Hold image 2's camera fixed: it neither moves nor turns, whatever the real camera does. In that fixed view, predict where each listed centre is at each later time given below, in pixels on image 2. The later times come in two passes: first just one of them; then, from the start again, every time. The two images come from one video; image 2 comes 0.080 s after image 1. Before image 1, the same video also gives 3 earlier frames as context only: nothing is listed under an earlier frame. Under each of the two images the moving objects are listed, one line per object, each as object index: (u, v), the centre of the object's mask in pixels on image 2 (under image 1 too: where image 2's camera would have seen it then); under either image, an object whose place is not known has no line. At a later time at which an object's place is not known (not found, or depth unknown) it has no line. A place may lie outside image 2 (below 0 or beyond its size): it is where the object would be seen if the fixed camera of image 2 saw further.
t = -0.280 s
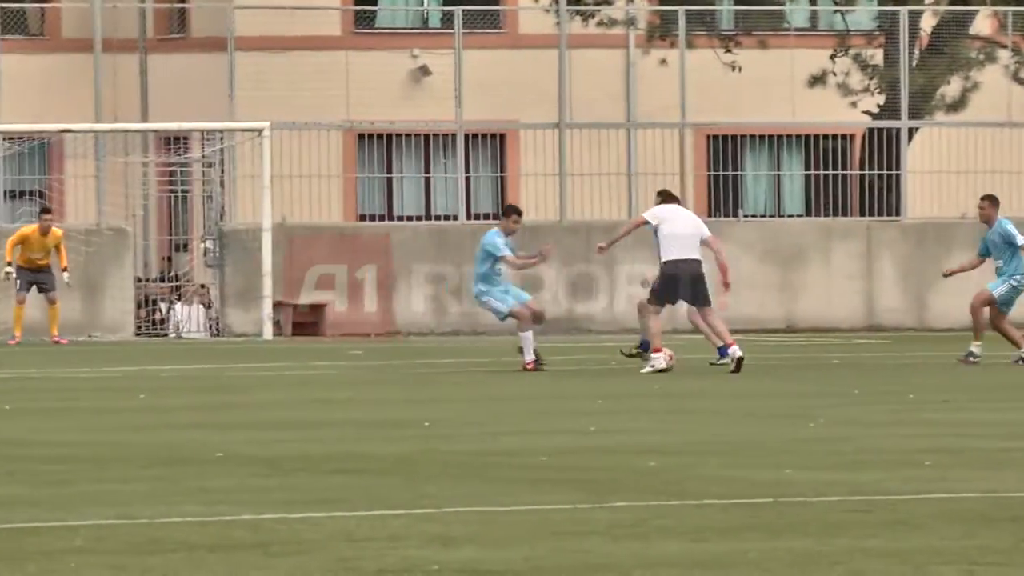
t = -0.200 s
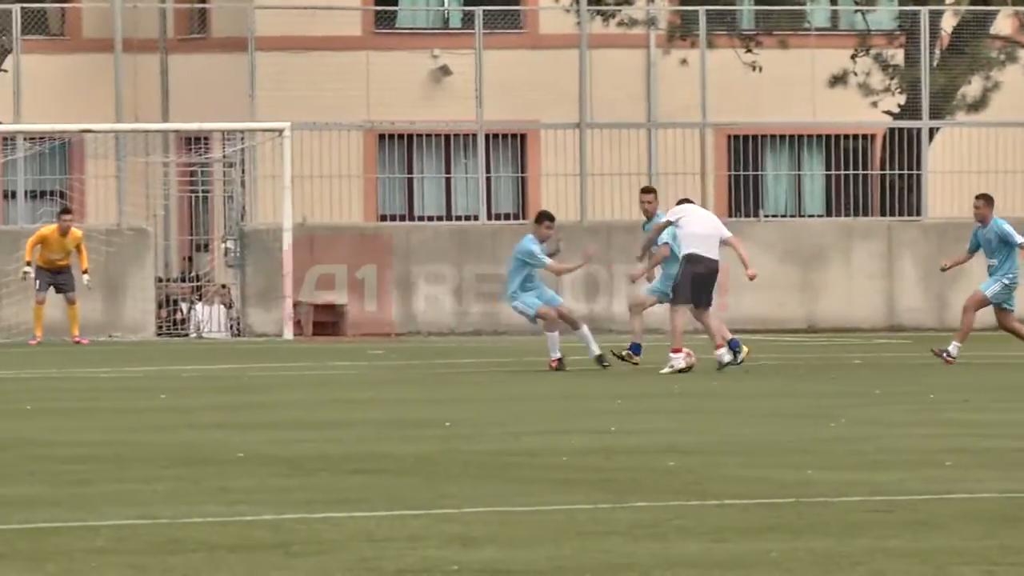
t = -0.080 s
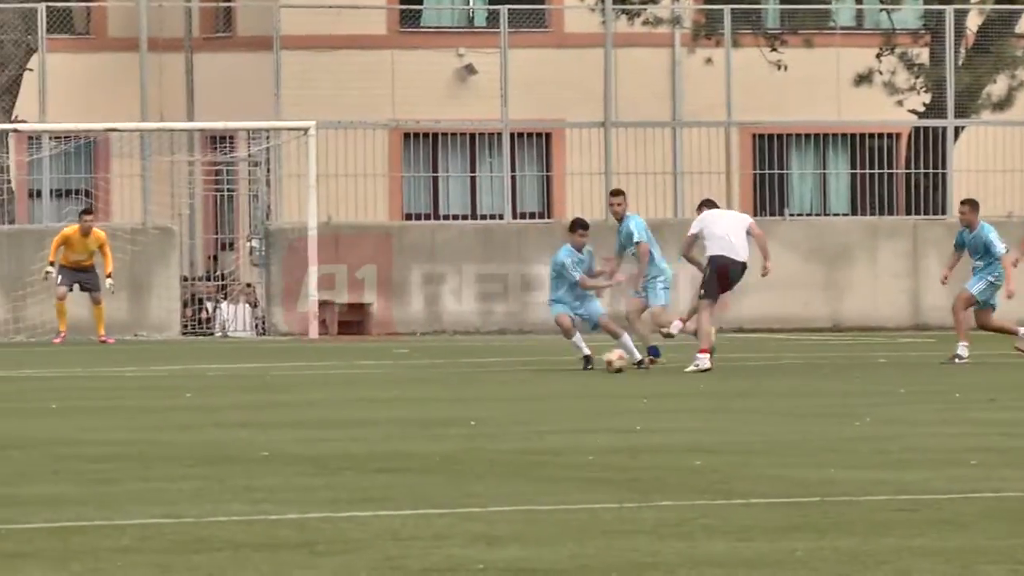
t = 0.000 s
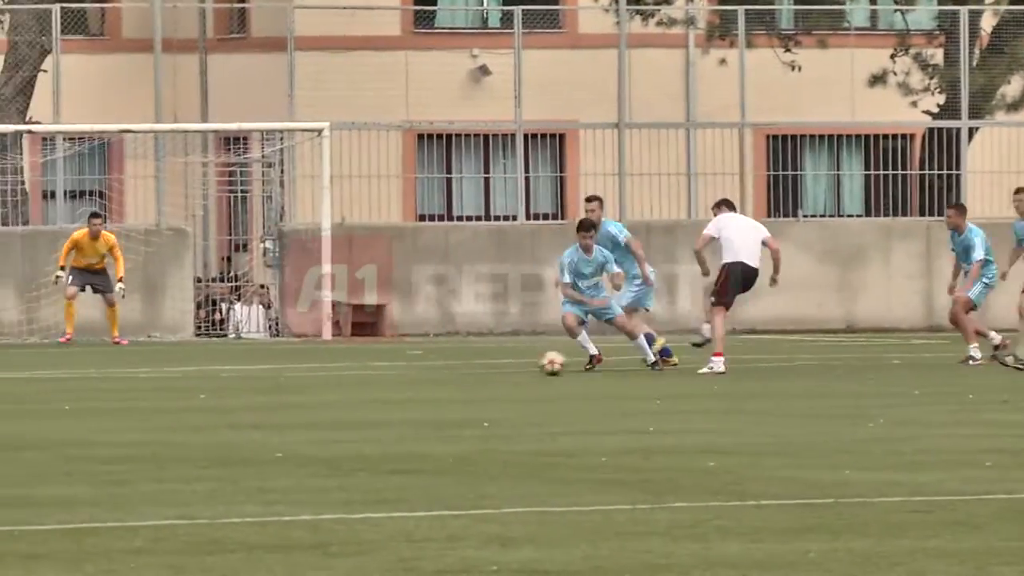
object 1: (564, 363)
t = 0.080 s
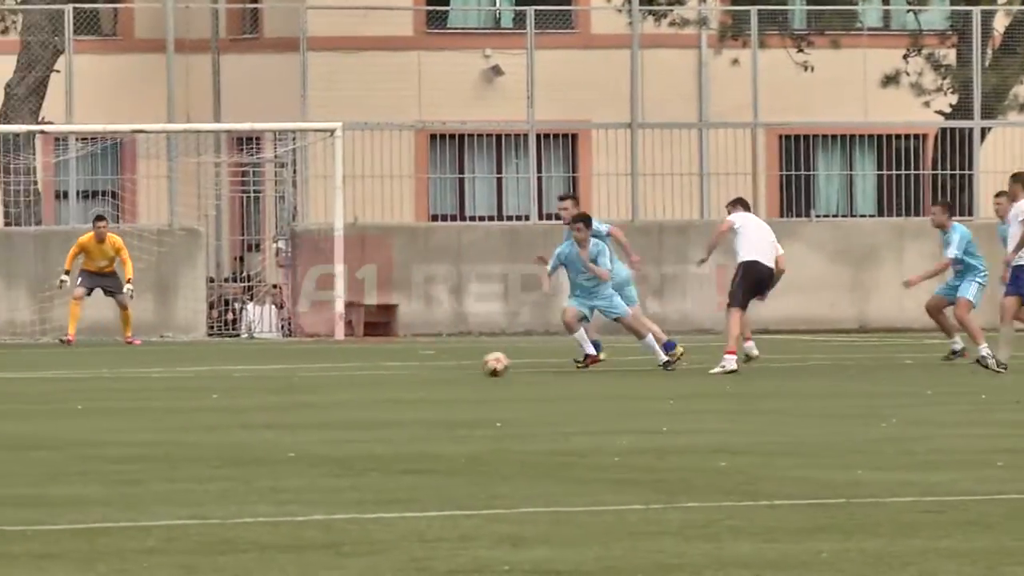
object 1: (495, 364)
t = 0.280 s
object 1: (341, 366)
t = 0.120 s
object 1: (462, 365)
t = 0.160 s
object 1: (430, 365)
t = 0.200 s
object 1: (398, 366)
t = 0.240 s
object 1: (369, 366)
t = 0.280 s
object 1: (341, 366)
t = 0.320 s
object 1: (313, 367)
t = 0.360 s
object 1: (286, 366)
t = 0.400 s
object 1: (260, 367)
